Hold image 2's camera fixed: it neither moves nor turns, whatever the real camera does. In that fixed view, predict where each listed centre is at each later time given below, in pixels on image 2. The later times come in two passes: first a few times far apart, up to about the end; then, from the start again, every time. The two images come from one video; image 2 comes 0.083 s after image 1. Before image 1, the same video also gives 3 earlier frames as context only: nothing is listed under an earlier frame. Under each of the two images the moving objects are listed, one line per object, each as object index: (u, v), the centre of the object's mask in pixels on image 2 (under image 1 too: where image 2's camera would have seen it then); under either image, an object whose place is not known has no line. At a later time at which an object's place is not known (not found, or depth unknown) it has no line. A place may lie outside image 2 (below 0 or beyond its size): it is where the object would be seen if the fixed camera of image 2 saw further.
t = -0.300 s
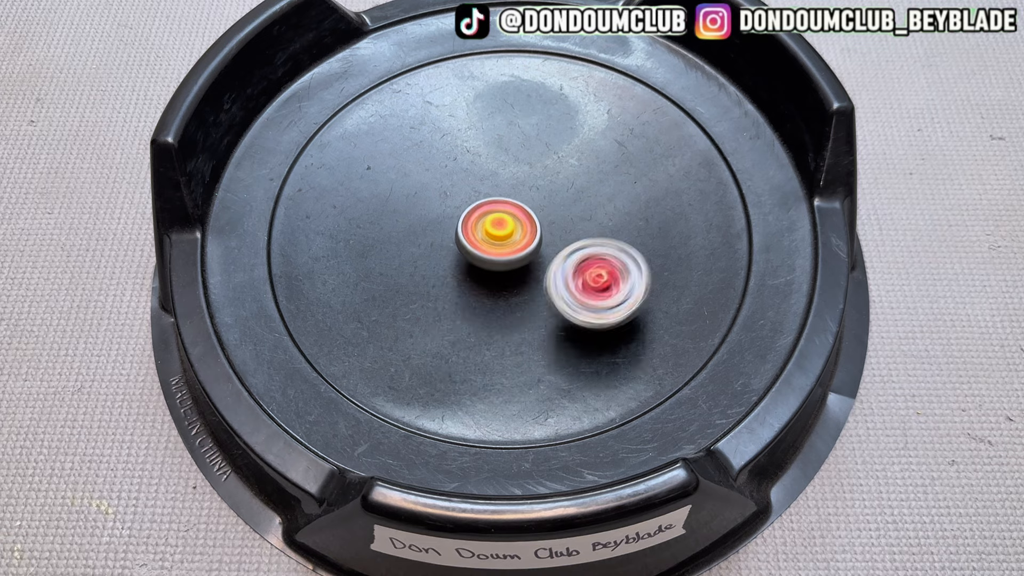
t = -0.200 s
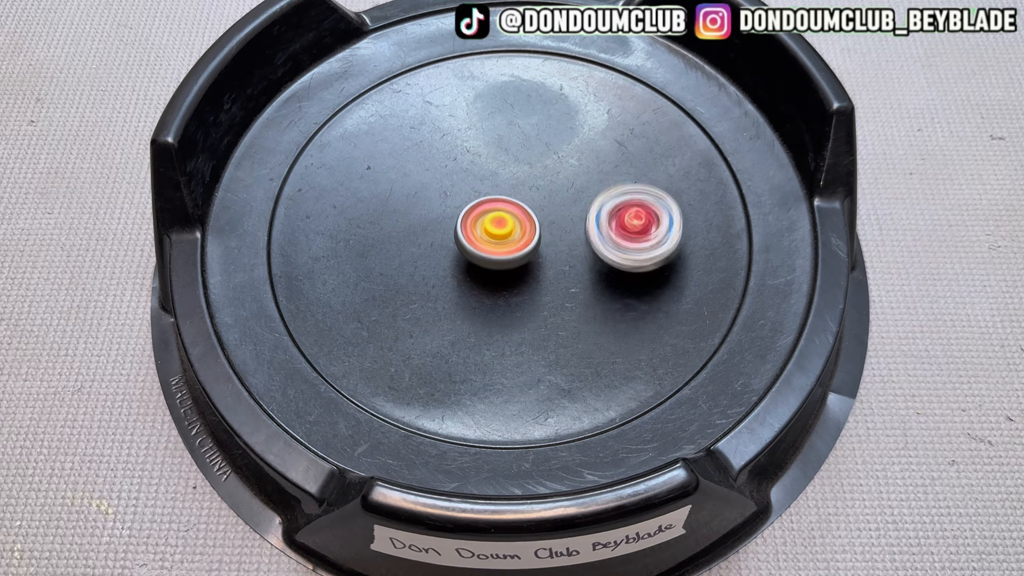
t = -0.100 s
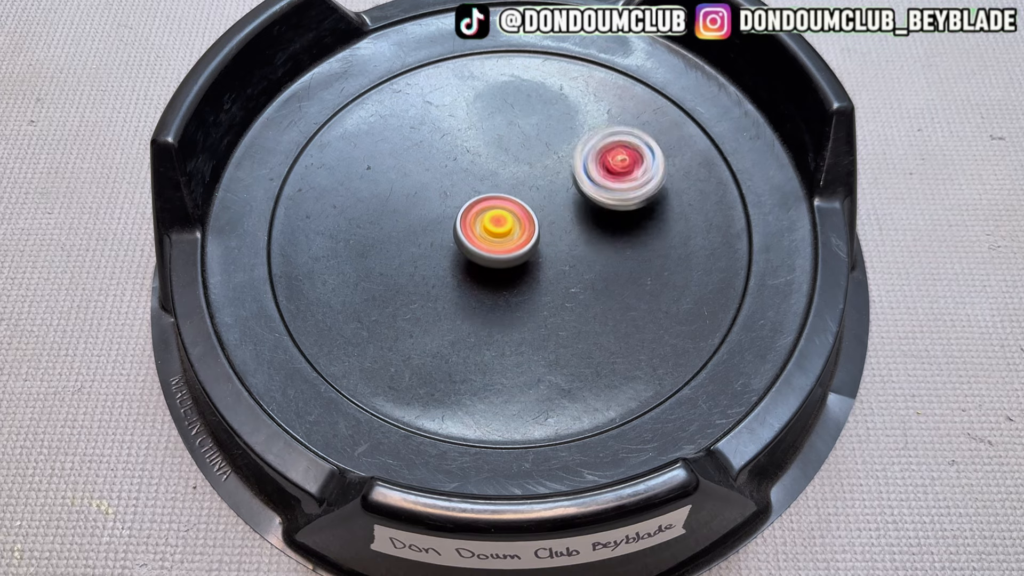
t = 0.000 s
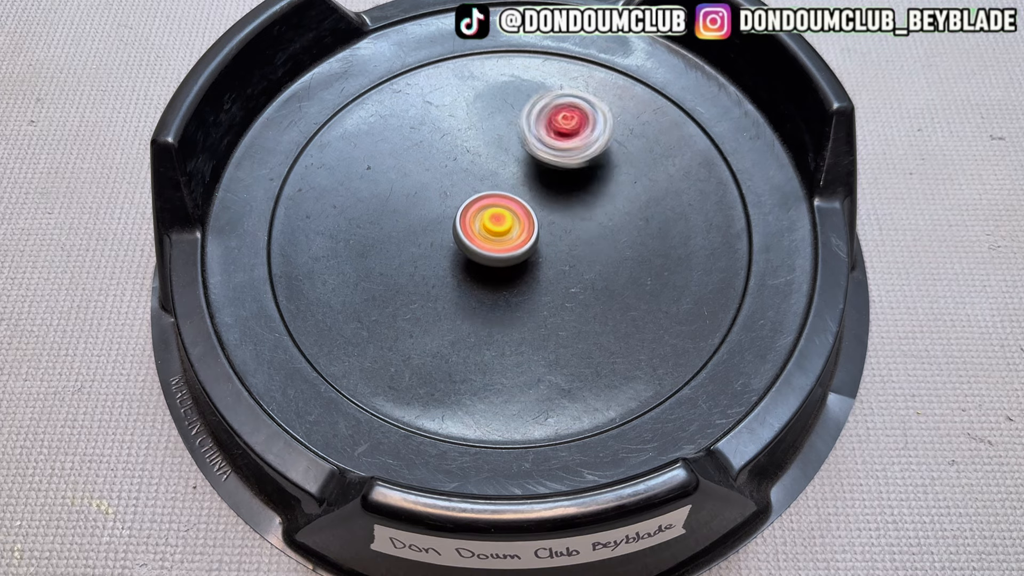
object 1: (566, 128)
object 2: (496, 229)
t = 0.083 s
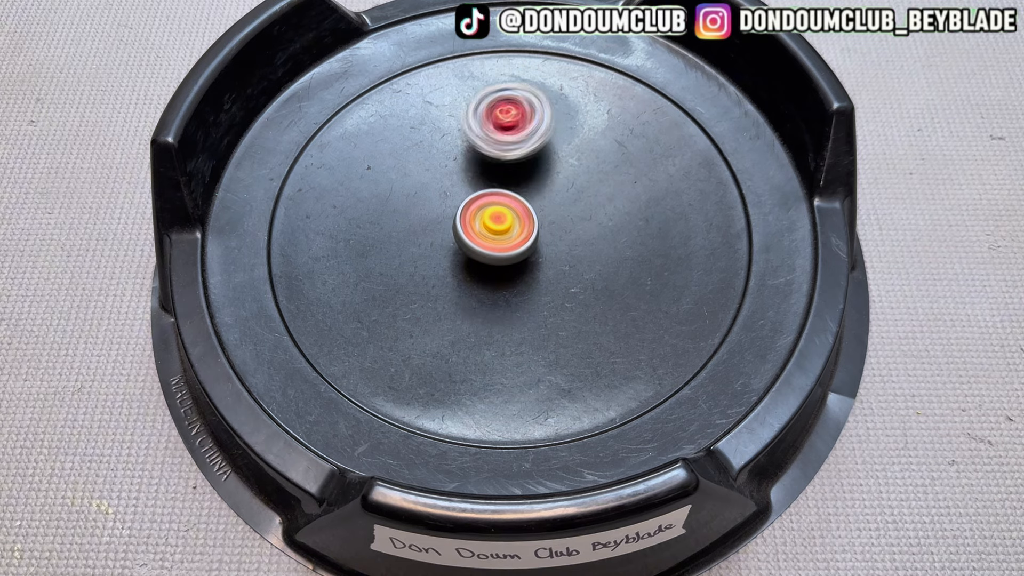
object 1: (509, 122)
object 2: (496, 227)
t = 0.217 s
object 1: (426, 162)
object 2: (496, 224)
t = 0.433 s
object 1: (411, 287)
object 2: (515, 223)
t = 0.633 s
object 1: (552, 319)
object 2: (518, 217)
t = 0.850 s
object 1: (631, 200)
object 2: (491, 207)
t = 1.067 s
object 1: (577, 106)
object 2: (453, 201)
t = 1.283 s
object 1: (447, 133)
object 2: (461, 213)
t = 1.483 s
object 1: (379, 185)
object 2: (498, 292)
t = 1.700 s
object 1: (444, 271)
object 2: (554, 304)
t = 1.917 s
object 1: (479, 214)
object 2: (645, 313)
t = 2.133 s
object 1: (410, 169)
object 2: (629, 298)
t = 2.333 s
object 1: (430, 225)
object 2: (589, 272)
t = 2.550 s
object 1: (409, 116)
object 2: (773, 351)
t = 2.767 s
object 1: (337, 103)
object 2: (923, 514)
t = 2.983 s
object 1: (383, 162)
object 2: (925, 517)
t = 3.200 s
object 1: (507, 161)
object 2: (928, 516)
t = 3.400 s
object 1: (585, 112)
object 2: (930, 516)
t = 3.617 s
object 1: (584, 70)
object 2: (932, 518)
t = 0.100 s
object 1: (496, 123)
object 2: (496, 227)
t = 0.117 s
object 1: (484, 126)
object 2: (496, 227)
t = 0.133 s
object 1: (473, 129)
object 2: (496, 226)
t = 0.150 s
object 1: (463, 134)
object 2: (496, 226)
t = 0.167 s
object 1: (452, 139)
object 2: (496, 225)
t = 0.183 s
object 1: (443, 146)
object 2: (496, 225)
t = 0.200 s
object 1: (434, 153)
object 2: (496, 224)
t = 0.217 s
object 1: (426, 162)
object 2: (496, 224)
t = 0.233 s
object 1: (420, 170)
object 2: (496, 224)
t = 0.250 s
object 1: (414, 179)
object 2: (497, 223)
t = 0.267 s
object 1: (409, 189)
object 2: (497, 223)
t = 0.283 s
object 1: (407, 199)
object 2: (496, 223)
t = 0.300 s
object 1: (405, 208)
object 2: (498, 223)
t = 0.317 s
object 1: (400, 219)
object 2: (502, 222)
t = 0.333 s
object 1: (396, 228)
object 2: (506, 223)
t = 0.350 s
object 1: (395, 239)
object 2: (509, 223)
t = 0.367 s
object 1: (395, 248)
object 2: (511, 224)
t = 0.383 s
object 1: (397, 259)
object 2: (513, 223)
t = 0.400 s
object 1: (400, 268)
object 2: (514, 223)
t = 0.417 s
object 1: (404, 278)
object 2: (514, 223)
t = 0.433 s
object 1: (411, 287)
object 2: (515, 223)
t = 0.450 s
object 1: (419, 296)
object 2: (515, 222)
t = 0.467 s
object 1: (428, 304)
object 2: (515, 221)
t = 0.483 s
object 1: (438, 311)
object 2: (516, 221)
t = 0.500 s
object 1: (449, 317)
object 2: (516, 221)
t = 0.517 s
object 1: (462, 322)
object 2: (516, 220)
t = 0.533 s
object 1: (474, 327)
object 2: (517, 220)
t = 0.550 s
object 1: (488, 329)
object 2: (517, 219)
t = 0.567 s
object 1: (500, 330)
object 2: (517, 218)
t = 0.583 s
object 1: (515, 329)
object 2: (517, 218)
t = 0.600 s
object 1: (527, 327)
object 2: (518, 217)
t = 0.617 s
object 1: (541, 324)
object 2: (518, 217)
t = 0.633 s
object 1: (552, 319)
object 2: (518, 217)
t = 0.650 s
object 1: (565, 312)
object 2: (518, 216)
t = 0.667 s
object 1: (574, 305)
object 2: (518, 217)
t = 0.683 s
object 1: (584, 297)
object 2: (519, 216)
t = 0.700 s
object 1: (591, 288)
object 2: (519, 216)
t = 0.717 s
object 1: (599, 278)
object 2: (519, 216)
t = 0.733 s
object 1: (603, 269)
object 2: (519, 216)
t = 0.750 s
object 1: (608, 257)
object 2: (519, 216)
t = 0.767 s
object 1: (609, 248)
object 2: (520, 216)
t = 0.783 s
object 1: (610, 236)
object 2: (520, 216)
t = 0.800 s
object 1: (610, 227)
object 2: (520, 215)
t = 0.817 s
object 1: (617, 217)
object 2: (512, 212)
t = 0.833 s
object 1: (625, 209)
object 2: (501, 209)
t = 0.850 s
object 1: (631, 200)
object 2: (491, 207)
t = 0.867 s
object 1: (635, 193)
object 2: (482, 204)
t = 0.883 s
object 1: (635, 183)
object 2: (473, 202)
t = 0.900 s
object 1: (636, 175)
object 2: (466, 200)
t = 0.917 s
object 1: (632, 166)
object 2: (460, 199)
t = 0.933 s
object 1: (630, 158)
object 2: (456, 198)
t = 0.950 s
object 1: (626, 151)
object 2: (453, 198)
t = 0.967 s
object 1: (621, 142)
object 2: (451, 197)
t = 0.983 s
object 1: (615, 135)
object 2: (450, 198)
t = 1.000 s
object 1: (610, 128)
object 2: (451, 198)
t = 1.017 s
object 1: (602, 121)
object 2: (451, 198)
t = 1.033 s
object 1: (595, 115)
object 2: (451, 199)
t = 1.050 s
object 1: (586, 111)
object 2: (452, 200)
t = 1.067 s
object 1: (577, 106)
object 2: (453, 201)
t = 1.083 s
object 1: (568, 103)
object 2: (454, 202)
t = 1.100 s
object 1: (556, 101)
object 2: (454, 203)
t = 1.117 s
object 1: (547, 101)
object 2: (455, 203)
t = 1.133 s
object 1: (536, 100)
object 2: (456, 204)
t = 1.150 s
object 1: (526, 102)
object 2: (456, 205)
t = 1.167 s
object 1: (514, 103)
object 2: (457, 206)
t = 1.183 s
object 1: (505, 105)
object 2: (457, 207)
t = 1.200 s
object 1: (493, 109)
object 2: (458, 208)
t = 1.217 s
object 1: (484, 111)
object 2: (459, 209)
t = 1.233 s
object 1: (473, 116)
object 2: (459, 210)
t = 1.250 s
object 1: (465, 121)
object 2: (460, 211)
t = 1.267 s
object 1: (455, 127)
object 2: (460, 211)
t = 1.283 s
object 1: (447, 133)
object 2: (461, 213)
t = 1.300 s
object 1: (439, 132)
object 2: (462, 221)
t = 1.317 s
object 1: (430, 130)
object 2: (465, 233)
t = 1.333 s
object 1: (423, 130)
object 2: (468, 243)
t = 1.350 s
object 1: (414, 131)
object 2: (471, 254)
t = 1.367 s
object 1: (409, 133)
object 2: (474, 261)
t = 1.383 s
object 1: (402, 137)
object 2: (479, 269)
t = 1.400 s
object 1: (397, 143)
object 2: (482, 275)
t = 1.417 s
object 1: (391, 151)
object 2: (486, 281)
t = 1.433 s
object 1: (386, 157)
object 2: (490, 286)
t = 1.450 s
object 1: (382, 167)
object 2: (493, 288)
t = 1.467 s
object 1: (379, 175)
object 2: (496, 291)
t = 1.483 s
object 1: (379, 185)
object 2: (498, 292)
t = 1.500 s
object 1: (379, 194)
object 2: (500, 293)
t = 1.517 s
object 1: (381, 204)
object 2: (501, 293)
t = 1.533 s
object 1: (385, 214)
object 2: (502, 293)
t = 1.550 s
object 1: (391, 222)
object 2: (504, 294)
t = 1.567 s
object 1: (396, 233)
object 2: (505, 294)
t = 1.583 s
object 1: (403, 241)
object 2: (506, 294)
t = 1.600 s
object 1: (412, 250)
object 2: (507, 294)
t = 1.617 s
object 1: (419, 256)
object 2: (509, 294)
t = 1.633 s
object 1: (423, 260)
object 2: (519, 297)
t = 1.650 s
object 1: (426, 263)
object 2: (530, 300)
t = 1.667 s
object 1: (430, 265)
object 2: (539, 302)
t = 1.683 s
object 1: (437, 268)
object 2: (547, 304)
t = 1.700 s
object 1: (444, 271)
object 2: (554, 304)
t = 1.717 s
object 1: (455, 273)
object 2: (558, 304)
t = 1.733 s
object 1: (465, 273)
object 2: (561, 304)
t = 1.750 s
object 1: (473, 272)
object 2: (568, 304)
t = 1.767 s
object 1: (473, 266)
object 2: (583, 308)
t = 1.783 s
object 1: (473, 261)
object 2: (598, 311)
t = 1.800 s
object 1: (475, 253)
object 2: (610, 313)
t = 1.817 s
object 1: (477, 248)
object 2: (621, 314)
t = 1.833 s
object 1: (478, 242)
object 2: (630, 314)
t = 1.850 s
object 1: (480, 236)
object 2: (636, 315)
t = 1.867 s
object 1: (480, 231)
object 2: (641, 315)
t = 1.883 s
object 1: (481, 226)
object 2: (643, 314)
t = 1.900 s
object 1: (482, 220)
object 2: (644, 314)
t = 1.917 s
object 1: (479, 214)
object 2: (645, 313)
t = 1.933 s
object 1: (479, 208)
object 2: (645, 312)
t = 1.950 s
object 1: (476, 203)
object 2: (646, 312)
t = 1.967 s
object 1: (471, 196)
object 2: (645, 311)
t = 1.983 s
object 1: (468, 191)
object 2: (645, 310)
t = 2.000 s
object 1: (462, 185)
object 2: (644, 309)
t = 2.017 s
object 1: (456, 180)
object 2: (643, 308)
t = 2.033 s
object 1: (450, 177)
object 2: (642, 307)
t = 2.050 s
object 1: (442, 173)
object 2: (640, 306)
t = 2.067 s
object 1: (437, 171)
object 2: (639, 304)
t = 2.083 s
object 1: (430, 169)
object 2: (637, 303)
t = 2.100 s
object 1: (423, 168)
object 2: (634, 301)
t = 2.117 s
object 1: (417, 168)
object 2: (632, 300)
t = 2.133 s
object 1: (410, 169)
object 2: (629, 298)
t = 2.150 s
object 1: (406, 171)
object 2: (626, 296)
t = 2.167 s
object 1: (401, 174)
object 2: (623, 294)
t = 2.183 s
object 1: (397, 178)
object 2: (620, 292)
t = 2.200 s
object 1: (396, 181)
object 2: (617, 290)
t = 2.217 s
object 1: (394, 187)
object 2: (613, 287)
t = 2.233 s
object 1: (395, 192)
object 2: (609, 285)
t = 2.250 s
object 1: (398, 198)
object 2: (605, 283)
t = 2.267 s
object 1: (401, 204)
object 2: (602, 280)
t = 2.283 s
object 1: (406, 210)
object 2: (599, 278)
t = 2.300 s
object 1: (413, 216)
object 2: (595, 276)
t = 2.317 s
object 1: (421, 220)
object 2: (592, 274)
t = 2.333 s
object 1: (430, 225)
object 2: (589, 272)
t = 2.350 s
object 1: (441, 229)
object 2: (585, 271)
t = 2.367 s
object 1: (451, 230)
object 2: (583, 269)
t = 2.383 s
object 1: (462, 232)
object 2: (580, 267)
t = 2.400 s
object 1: (473, 232)
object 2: (578, 266)
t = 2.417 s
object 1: (484, 231)
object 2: (575, 265)
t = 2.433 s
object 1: (487, 223)
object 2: (584, 268)
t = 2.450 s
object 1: (474, 204)
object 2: (613, 283)
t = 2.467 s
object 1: (461, 186)
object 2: (643, 297)
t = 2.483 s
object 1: (447, 168)
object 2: (675, 312)
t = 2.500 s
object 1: (436, 152)
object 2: (703, 325)
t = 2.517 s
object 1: (425, 138)
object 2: (728, 335)
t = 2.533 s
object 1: (418, 126)
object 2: (750, 340)
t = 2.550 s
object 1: (409, 116)
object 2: (773, 351)
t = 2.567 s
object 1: (400, 108)
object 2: (792, 362)
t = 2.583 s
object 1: (392, 100)
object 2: (812, 375)
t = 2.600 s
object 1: (386, 95)
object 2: (830, 387)
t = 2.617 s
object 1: (380, 92)
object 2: (847, 400)
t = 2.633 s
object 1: (372, 88)
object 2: (863, 419)
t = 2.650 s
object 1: (363, 86)
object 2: (876, 439)
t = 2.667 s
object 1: (356, 84)
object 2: (887, 460)
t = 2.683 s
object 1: (350, 82)
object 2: (897, 482)
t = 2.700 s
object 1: (346, 82)
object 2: (906, 489)
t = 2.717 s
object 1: (343, 86)
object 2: (914, 492)
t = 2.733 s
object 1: (339, 92)
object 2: (919, 497)
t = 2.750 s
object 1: (338, 97)
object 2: (922, 506)
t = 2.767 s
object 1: (337, 103)
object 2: (923, 514)
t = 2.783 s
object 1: (336, 109)
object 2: (924, 518)
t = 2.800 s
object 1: (335, 112)
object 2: (924, 517)
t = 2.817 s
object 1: (334, 117)
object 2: (924, 517)
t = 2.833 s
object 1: (334, 121)
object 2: (924, 518)
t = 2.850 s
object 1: (334, 127)
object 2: (924, 517)
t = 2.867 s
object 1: (336, 131)
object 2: (924, 517)
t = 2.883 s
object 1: (339, 137)
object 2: (924, 517)
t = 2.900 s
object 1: (343, 141)
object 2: (924, 517)
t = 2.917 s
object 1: (350, 146)
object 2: (924, 517)
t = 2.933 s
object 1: (357, 151)
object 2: (925, 517)
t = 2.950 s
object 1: (365, 155)
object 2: (925, 517)
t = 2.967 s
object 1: (374, 158)
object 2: (925, 517)
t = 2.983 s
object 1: (383, 162)
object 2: (925, 517)
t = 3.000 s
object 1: (392, 164)
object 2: (925, 516)
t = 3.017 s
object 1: (402, 168)
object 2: (925, 516)
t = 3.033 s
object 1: (412, 170)
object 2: (926, 516)
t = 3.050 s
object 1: (422, 171)
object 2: (926, 516)
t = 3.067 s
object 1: (432, 172)
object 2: (926, 516)
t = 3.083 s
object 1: (442, 172)
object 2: (926, 516)
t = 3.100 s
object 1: (452, 173)
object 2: (926, 516)
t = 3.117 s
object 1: (462, 172)
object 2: (926, 516)
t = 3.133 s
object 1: (471, 170)
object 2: (926, 516)
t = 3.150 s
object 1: (480, 168)
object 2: (927, 516)
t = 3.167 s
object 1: (490, 166)
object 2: (927, 516)
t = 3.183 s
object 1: (498, 164)
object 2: (927, 516)
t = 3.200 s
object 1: (507, 161)
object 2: (928, 516)
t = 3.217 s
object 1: (515, 158)
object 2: (928, 516)
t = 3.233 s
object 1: (524, 155)
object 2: (928, 516)
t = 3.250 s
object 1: (531, 151)
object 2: (928, 516)
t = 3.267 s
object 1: (538, 148)
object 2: (928, 516)
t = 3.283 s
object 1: (545, 143)
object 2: (929, 516)
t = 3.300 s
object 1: (552, 139)
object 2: (928, 516)
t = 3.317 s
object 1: (558, 135)
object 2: (929, 516)
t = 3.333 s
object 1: (564, 130)
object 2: (929, 516)
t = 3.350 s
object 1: (569, 126)
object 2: (929, 516)
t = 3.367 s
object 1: (575, 121)
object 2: (930, 516)
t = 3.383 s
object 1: (580, 117)
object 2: (930, 516)
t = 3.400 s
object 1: (585, 112)
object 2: (930, 516)
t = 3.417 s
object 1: (589, 107)
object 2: (930, 516)
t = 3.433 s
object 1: (593, 103)
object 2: (931, 517)
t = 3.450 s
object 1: (596, 98)
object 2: (931, 516)
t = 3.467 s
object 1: (598, 93)
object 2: (931, 517)
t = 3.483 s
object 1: (600, 89)
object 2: (931, 517)
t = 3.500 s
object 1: (601, 84)
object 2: (931, 517)
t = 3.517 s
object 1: (602, 80)
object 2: (932, 517)
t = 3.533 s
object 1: (601, 77)
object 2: (931, 517)
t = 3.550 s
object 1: (599, 75)
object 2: (932, 517)
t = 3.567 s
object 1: (597, 73)
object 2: (932, 517)
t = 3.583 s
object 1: (592, 71)
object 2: (932, 518)
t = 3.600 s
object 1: (589, 70)
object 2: (933, 518)
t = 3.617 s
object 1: (584, 70)
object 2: (932, 518)
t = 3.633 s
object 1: (580, 72)
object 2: (933, 518)
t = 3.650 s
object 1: (574, 74)
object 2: (933, 518)
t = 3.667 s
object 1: (568, 78)
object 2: (933, 519)
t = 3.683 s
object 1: (564, 82)
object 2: (933, 519)
